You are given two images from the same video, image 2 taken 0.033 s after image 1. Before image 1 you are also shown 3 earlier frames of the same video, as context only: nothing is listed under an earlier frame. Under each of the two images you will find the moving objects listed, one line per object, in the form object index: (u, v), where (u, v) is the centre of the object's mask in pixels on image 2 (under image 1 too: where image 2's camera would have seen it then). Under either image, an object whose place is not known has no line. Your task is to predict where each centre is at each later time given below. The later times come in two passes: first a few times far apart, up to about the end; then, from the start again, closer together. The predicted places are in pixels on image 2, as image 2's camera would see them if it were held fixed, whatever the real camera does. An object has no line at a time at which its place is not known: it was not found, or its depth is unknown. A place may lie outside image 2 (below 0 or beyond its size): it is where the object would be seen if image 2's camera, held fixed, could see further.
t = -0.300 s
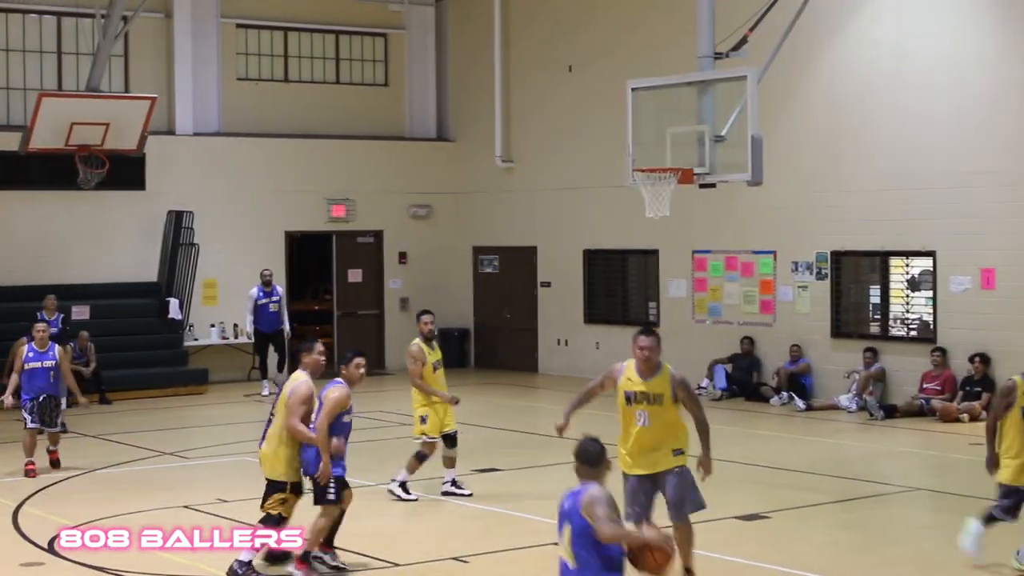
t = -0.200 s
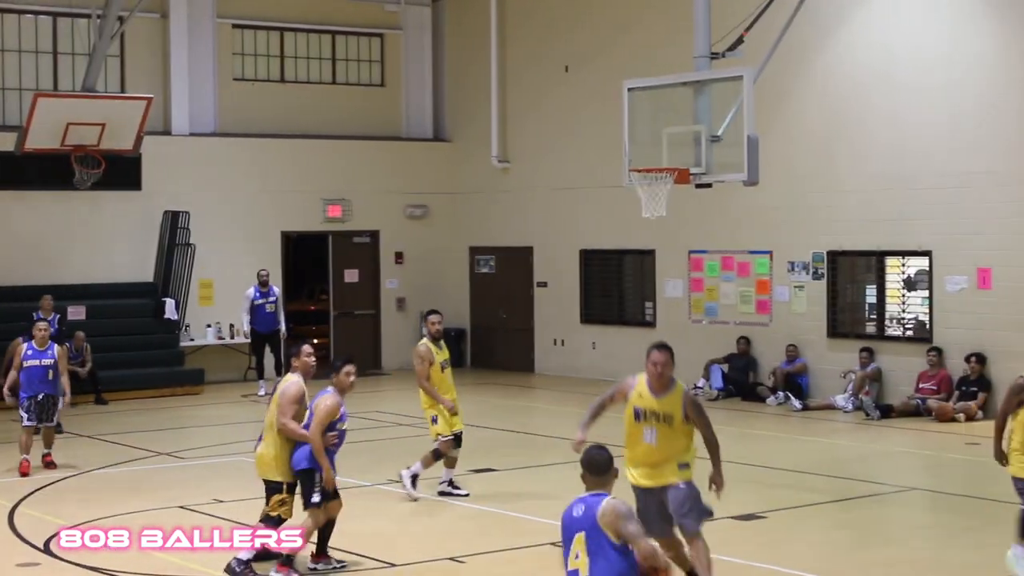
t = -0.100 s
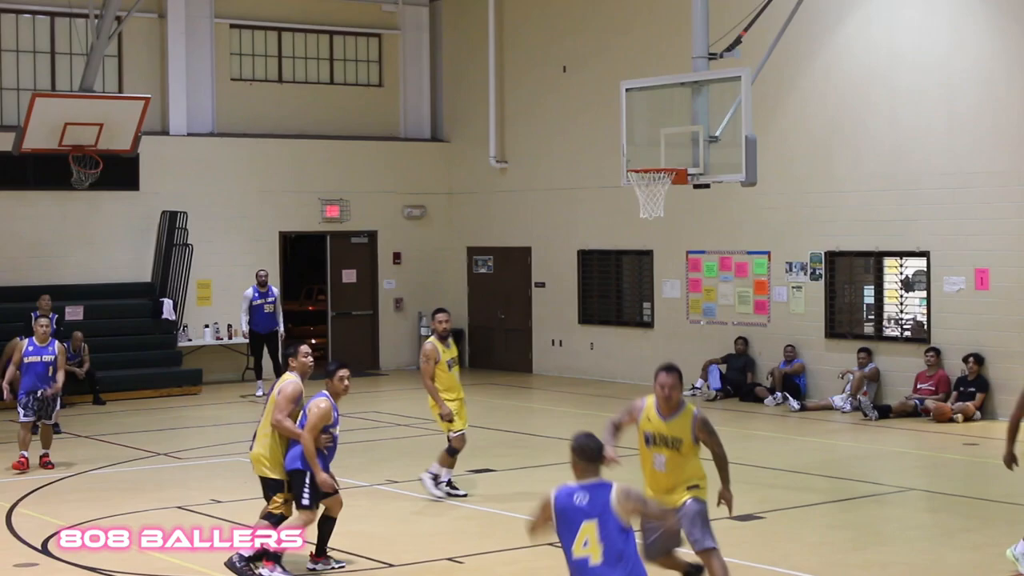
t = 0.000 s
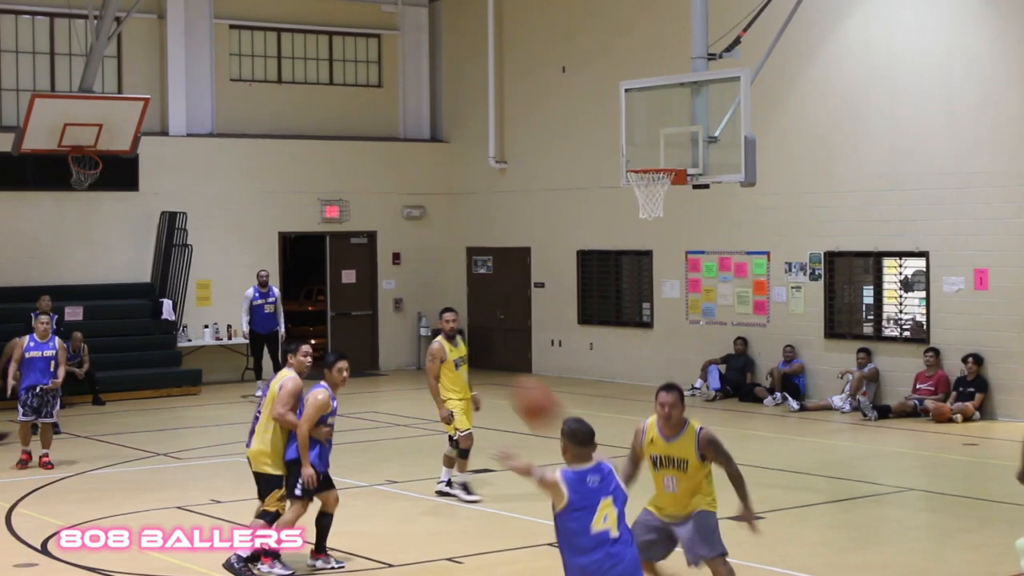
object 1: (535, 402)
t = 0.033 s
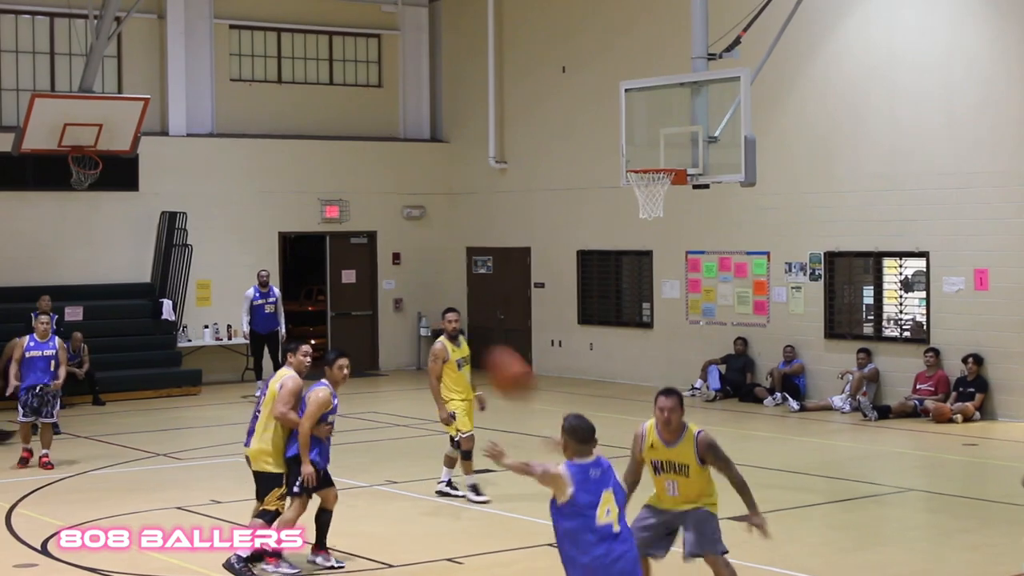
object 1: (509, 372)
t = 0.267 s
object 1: (358, 237)
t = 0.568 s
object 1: (231, 197)
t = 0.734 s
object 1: (179, 218)
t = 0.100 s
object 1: (460, 319)
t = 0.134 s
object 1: (435, 296)
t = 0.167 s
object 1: (415, 279)
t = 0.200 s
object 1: (394, 262)
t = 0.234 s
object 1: (374, 248)
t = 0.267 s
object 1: (358, 237)
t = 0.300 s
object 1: (341, 227)
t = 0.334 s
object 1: (323, 216)
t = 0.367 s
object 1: (308, 209)
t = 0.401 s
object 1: (294, 203)
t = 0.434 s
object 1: (280, 200)
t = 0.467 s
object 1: (268, 198)
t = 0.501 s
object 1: (255, 197)
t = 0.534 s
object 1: (243, 196)
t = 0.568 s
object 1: (231, 197)
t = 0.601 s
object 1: (220, 199)
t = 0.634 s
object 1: (209, 203)
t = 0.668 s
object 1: (199, 207)
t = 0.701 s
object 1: (190, 212)
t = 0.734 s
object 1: (179, 218)
